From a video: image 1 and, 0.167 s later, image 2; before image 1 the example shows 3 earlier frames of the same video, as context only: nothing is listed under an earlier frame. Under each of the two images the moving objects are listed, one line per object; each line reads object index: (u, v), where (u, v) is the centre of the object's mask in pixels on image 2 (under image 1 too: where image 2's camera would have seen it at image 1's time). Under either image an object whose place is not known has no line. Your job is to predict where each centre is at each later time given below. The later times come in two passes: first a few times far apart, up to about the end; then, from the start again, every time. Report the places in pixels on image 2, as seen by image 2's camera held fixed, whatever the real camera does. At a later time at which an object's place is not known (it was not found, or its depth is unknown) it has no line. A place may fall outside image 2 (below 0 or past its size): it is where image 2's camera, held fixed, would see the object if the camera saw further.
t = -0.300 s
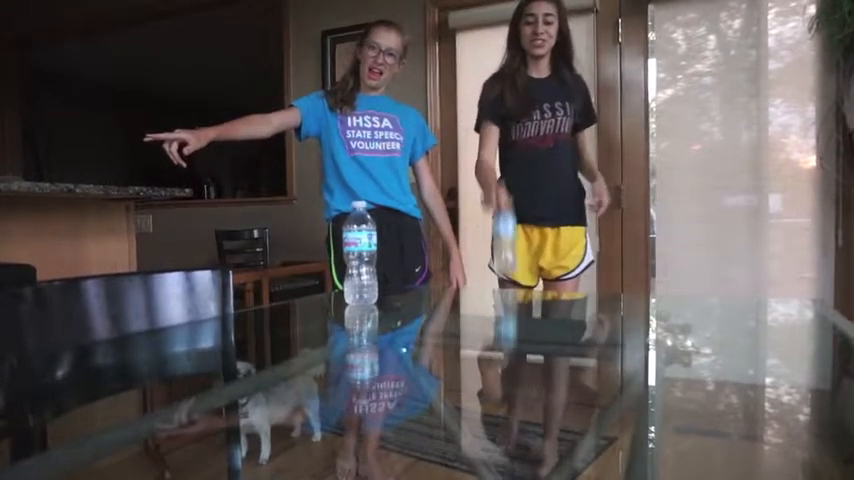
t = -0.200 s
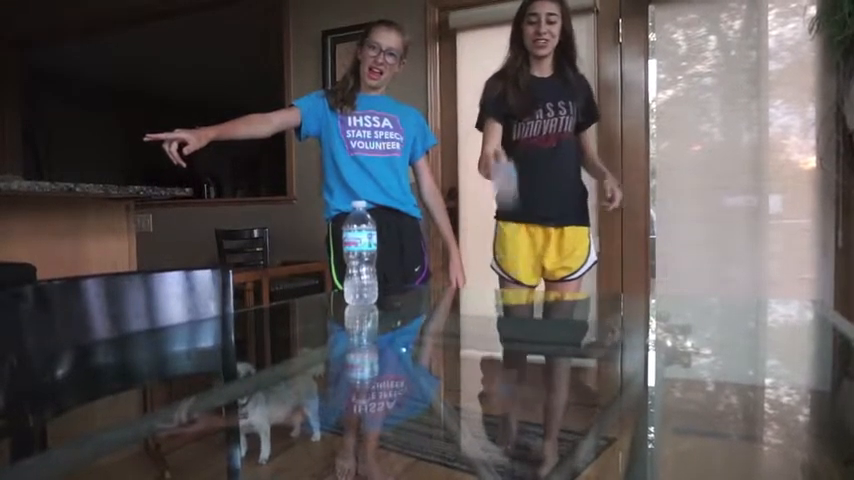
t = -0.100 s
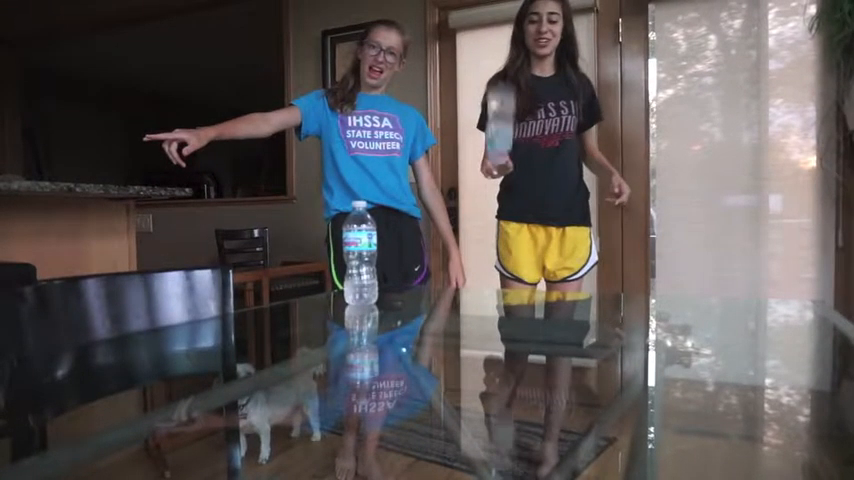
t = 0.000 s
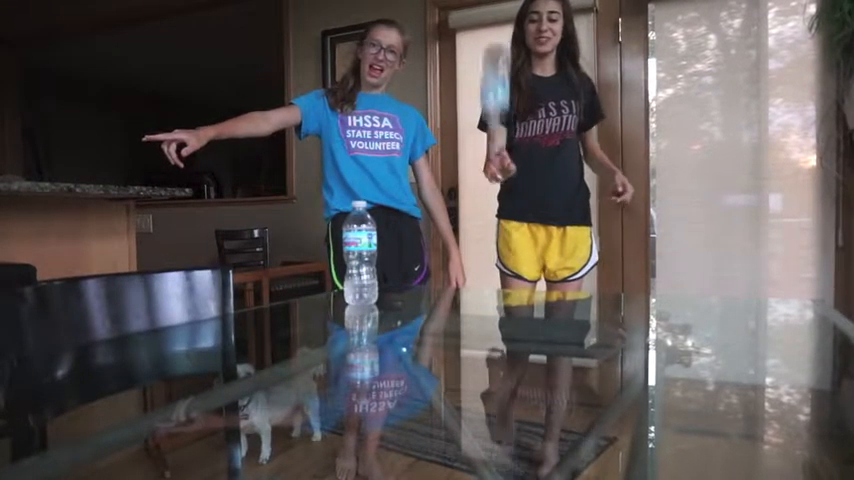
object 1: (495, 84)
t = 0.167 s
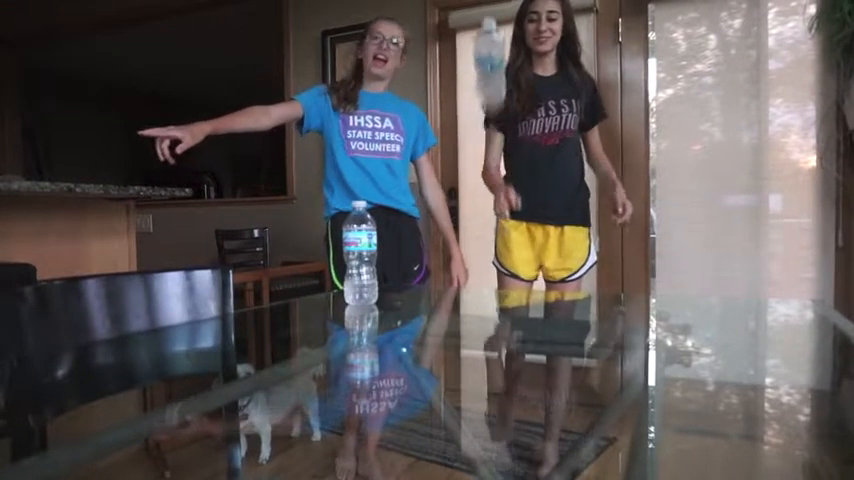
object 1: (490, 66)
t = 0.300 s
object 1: (490, 179)
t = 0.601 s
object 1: (483, 254)
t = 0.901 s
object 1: (483, 254)
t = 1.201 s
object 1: (483, 253)
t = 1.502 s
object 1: (483, 254)
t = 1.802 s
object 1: (483, 254)
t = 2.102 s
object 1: (483, 254)
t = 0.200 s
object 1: (490, 79)
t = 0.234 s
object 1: (489, 106)
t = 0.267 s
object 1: (489, 139)
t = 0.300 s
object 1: (490, 179)
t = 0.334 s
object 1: (487, 226)
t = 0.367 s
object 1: (485, 251)
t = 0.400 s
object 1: (482, 253)
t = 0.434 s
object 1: (482, 253)
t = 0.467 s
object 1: (482, 252)
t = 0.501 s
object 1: (481, 253)
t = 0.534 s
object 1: (481, 253)
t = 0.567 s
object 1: (482, 253)
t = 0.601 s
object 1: (483, 254)
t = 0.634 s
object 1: (483, 253)
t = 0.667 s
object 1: (484, 253)
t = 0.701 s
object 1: (484, 254)
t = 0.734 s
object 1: (484, 254)
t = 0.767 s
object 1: (484, 253)
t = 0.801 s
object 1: (483, 254)
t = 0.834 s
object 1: (483, 254)
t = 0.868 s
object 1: (482, 254)
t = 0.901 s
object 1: (483, 254)
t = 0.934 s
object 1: (484, 253)
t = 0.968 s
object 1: (485, 254)
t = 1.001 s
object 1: (484, 253)
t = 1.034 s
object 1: (484, 253)
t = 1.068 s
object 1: (484, 254)
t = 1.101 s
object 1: (483, 253)
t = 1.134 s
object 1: (484, 253)
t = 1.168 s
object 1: (483, 253)
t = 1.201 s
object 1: (483, 253)
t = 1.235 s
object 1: (484, 253)
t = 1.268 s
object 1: (484, 253)
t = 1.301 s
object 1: (484, 253)
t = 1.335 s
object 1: (484, 253)
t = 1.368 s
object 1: (483, 253)
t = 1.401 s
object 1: (483, 253)
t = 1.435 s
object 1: (483, 254)
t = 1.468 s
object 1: (483, 254)
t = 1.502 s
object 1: (483, 254)
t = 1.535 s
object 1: (483, 254)
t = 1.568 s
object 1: (483, 254)
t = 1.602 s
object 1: (483, 254)
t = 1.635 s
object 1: (483, 254)
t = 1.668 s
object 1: (483, 255)
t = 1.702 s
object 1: (483, 255)
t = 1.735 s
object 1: (483, 254)
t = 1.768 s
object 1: (483, 254)
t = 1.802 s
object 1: (483, 254)
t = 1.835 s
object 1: (483, 254)
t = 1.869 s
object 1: (483, 254)
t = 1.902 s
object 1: (483, 254)
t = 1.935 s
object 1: (483, 254)
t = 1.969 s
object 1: (483, 254)
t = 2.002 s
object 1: (483, 254)
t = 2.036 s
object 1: (483, 254)
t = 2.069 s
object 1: (483, 254)
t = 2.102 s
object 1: (483, 254)
